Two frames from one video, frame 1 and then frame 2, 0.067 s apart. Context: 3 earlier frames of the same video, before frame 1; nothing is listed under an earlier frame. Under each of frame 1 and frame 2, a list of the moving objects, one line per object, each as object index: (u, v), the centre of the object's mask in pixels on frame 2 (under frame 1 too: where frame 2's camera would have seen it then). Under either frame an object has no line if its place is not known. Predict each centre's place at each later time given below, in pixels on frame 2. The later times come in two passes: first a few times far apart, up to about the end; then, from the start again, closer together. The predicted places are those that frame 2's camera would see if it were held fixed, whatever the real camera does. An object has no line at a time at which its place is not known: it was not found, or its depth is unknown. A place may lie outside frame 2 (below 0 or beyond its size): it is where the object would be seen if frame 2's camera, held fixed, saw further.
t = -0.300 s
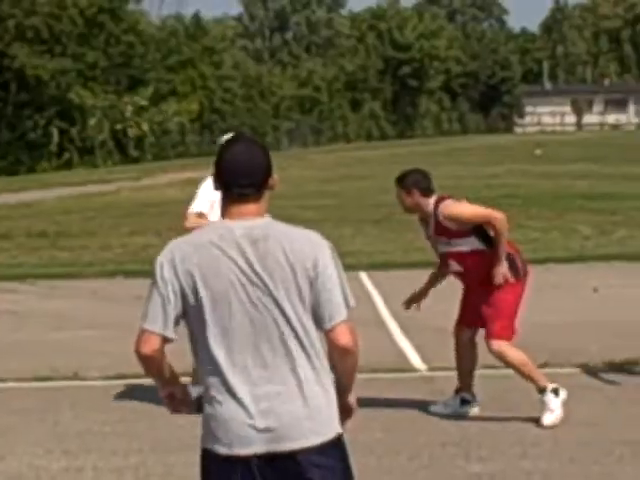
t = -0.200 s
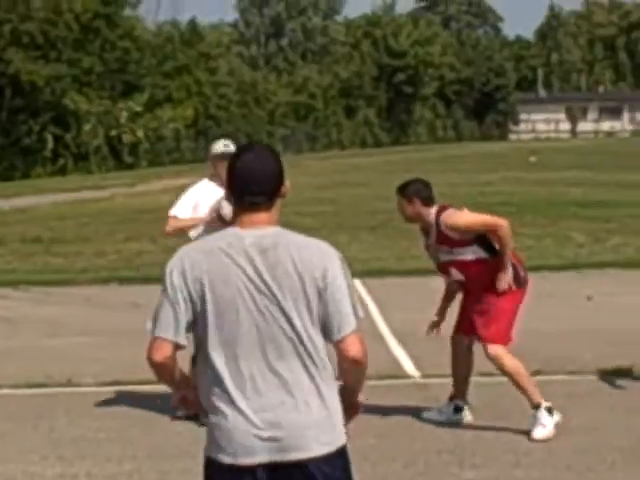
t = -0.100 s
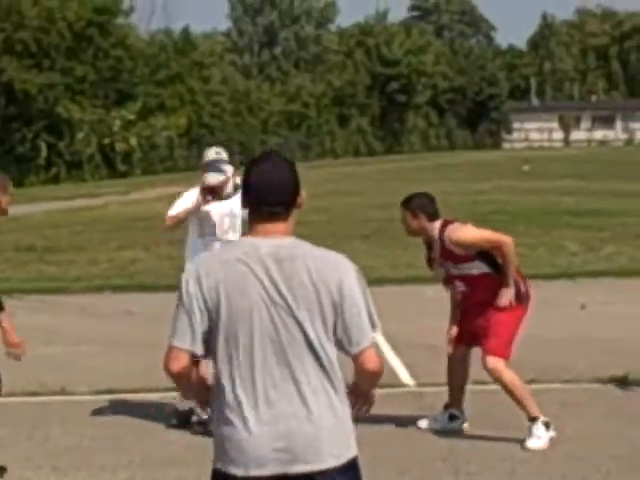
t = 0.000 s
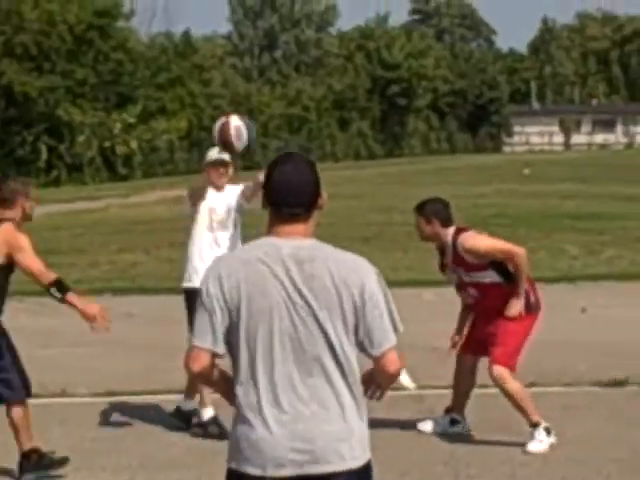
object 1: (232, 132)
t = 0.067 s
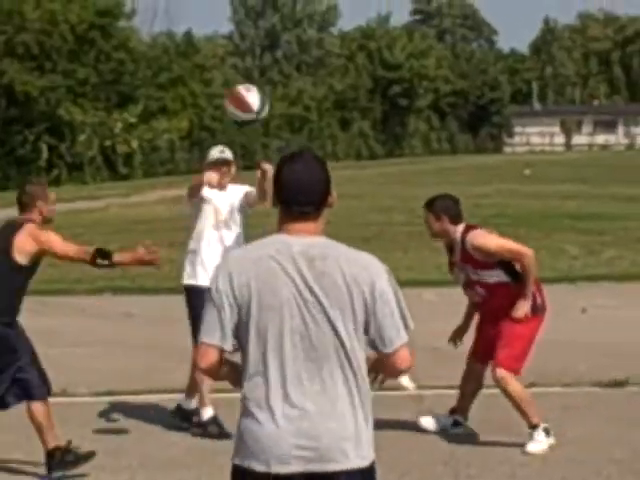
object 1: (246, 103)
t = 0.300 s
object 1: (296, 42)
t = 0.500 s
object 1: (361, 68)
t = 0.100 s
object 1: (252, 91)
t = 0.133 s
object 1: (256, 78)
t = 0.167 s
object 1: (265, 68)
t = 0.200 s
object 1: (272, 59)
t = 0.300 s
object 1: (296, 42)
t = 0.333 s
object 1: (307, 41)
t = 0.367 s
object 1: (316, 43)
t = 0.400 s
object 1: (323, 47)
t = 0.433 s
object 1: (332, 51)
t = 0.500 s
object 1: (361, 68)
